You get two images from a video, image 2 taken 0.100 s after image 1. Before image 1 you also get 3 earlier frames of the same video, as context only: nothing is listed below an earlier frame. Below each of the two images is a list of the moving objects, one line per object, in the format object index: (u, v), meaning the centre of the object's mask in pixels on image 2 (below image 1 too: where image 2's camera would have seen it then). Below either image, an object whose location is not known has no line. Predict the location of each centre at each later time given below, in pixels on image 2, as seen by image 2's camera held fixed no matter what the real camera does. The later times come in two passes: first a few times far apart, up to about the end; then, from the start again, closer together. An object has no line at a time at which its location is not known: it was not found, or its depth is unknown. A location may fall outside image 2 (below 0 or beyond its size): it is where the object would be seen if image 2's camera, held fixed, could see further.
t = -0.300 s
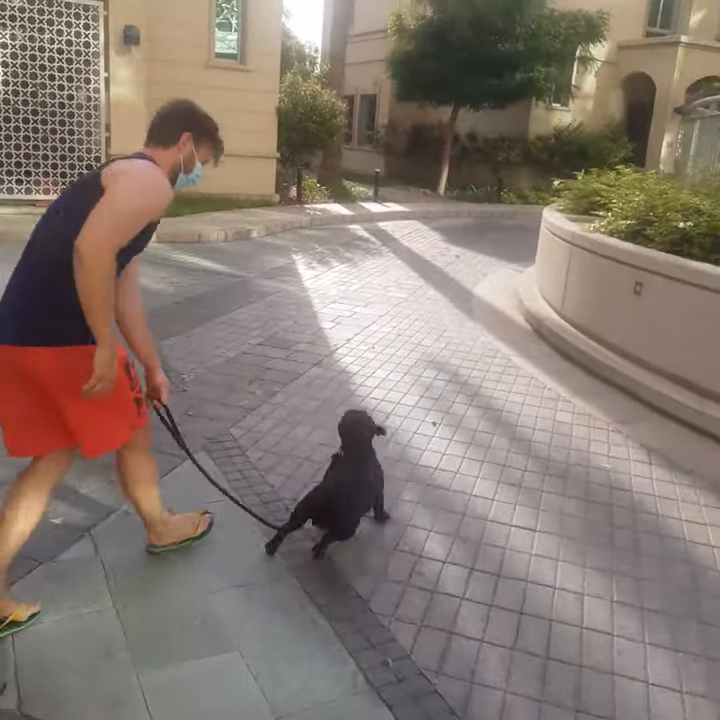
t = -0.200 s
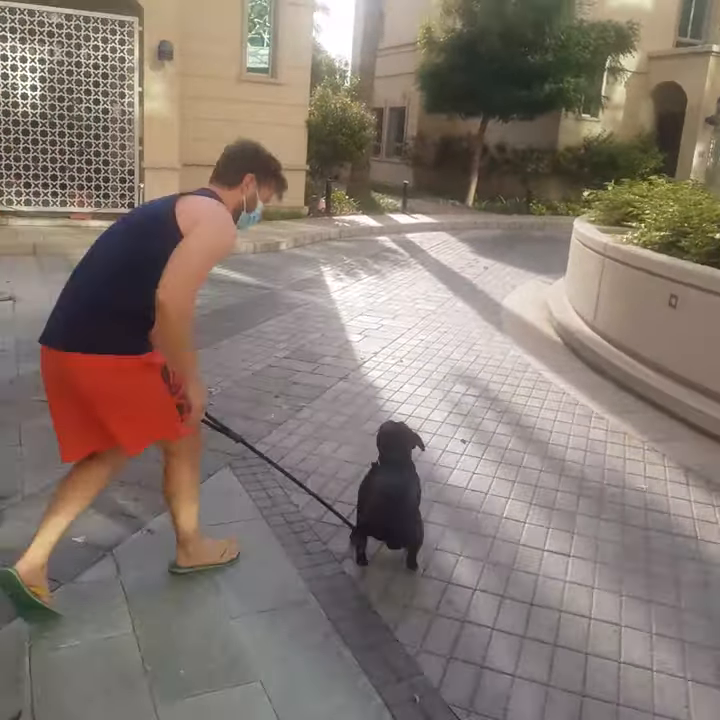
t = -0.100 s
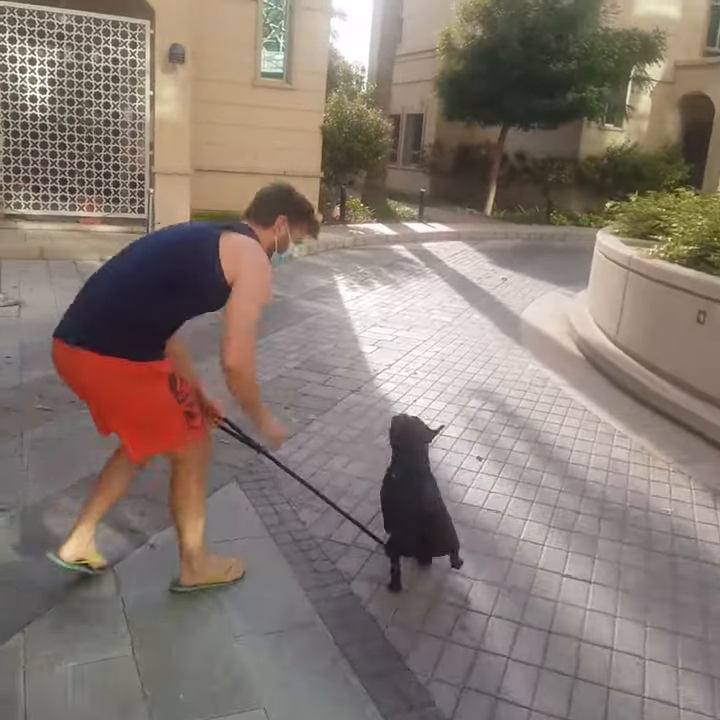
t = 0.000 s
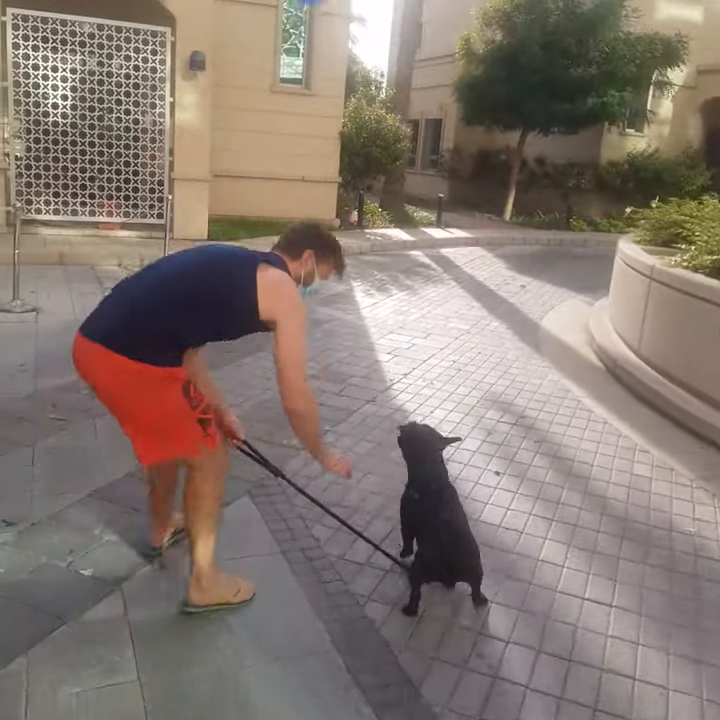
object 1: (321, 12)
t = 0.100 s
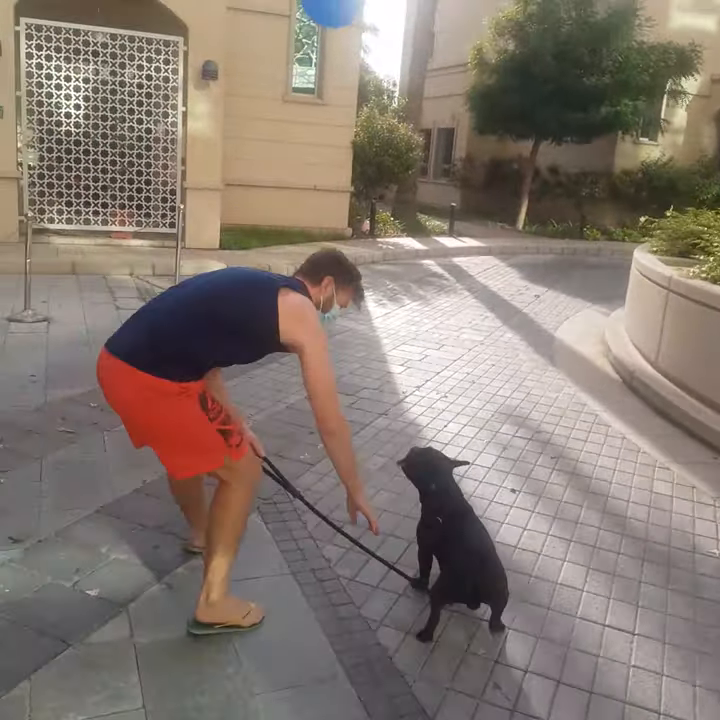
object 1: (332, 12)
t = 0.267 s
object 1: (349, 23)
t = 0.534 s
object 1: (377, 103)
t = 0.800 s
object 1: (391, 206)
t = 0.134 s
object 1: (335, 12)
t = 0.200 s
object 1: (342, 15)
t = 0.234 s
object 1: (345, 18)
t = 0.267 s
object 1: (349, 23)
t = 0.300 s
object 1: (352, 28)
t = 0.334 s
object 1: (356, 38)
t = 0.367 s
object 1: (360, 48)
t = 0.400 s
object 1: (364, 57)
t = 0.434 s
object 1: (368, 68)
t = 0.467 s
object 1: (371, 78)
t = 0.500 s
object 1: (374, 90)
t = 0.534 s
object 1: (377, 103)
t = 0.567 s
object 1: (381, 116)
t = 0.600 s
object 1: (384, 129)
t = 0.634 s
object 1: (386, 142)
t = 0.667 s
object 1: (388, 155)
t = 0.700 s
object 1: (388, 168)
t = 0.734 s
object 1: (390, 181)
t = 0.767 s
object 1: (391, 193)
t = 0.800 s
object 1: (391, 206)
